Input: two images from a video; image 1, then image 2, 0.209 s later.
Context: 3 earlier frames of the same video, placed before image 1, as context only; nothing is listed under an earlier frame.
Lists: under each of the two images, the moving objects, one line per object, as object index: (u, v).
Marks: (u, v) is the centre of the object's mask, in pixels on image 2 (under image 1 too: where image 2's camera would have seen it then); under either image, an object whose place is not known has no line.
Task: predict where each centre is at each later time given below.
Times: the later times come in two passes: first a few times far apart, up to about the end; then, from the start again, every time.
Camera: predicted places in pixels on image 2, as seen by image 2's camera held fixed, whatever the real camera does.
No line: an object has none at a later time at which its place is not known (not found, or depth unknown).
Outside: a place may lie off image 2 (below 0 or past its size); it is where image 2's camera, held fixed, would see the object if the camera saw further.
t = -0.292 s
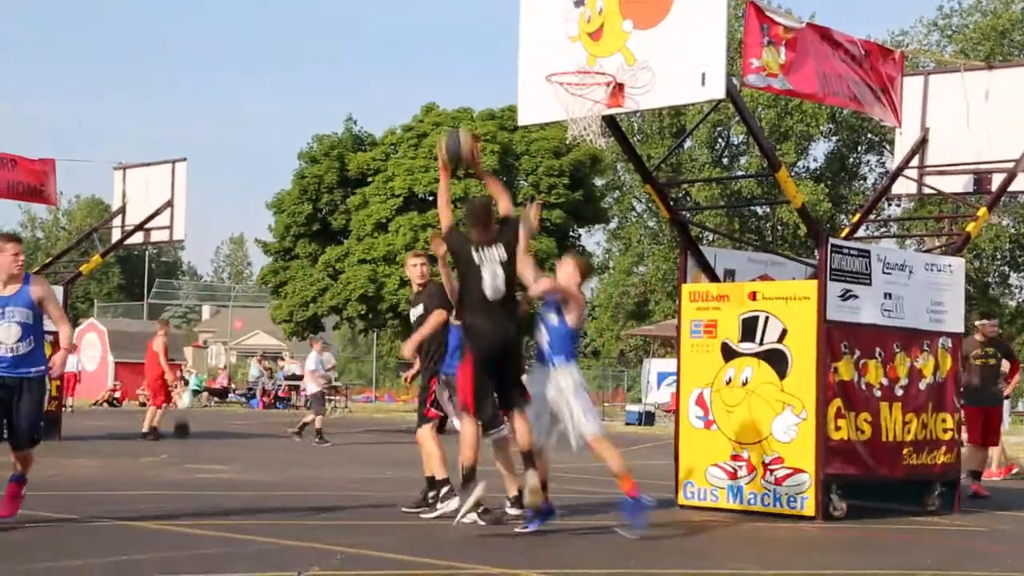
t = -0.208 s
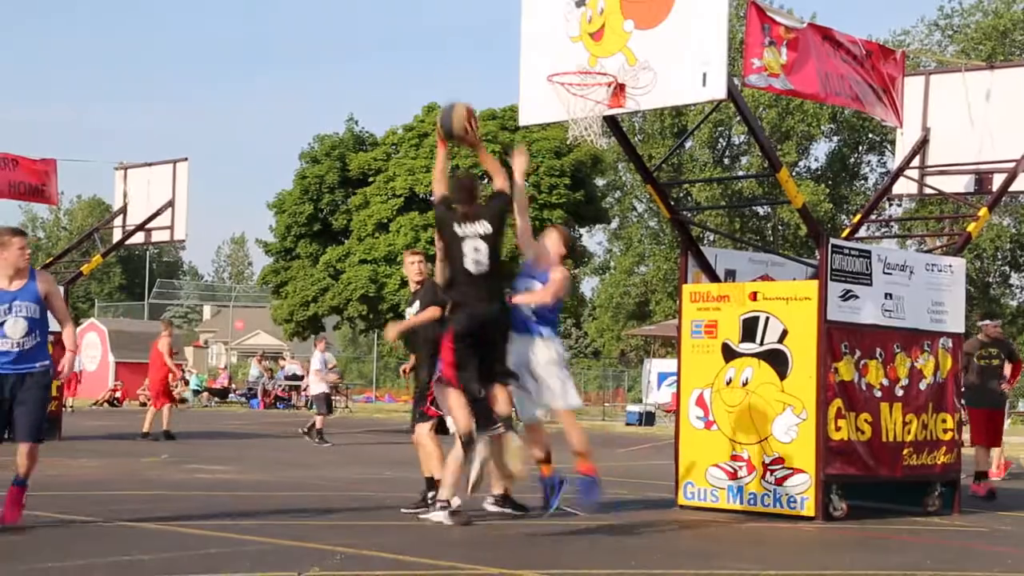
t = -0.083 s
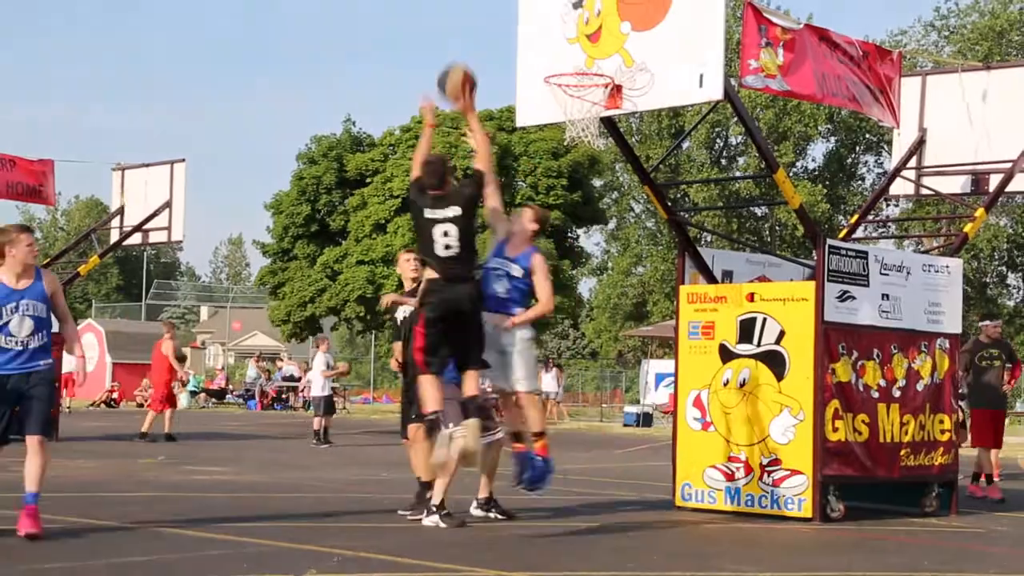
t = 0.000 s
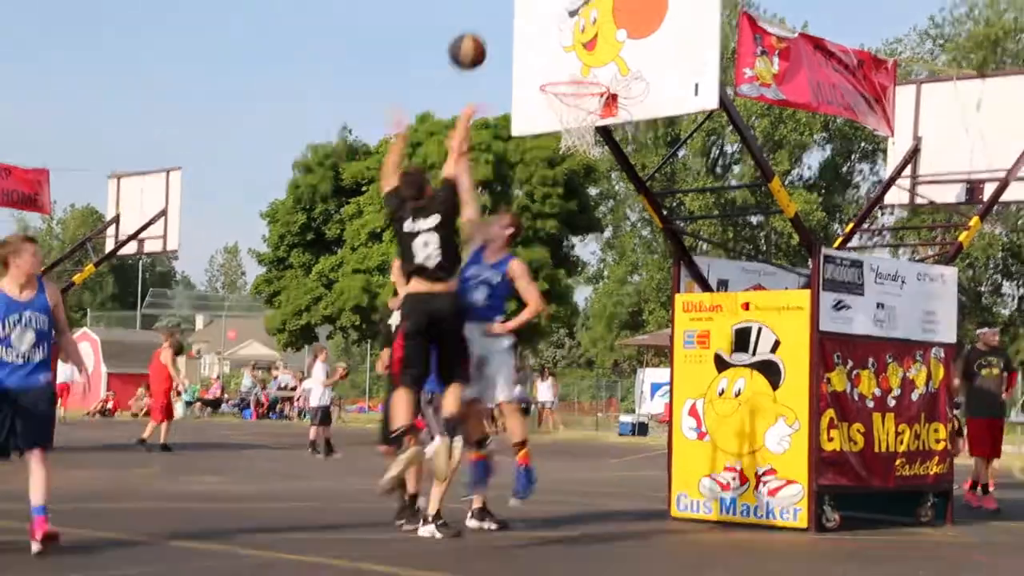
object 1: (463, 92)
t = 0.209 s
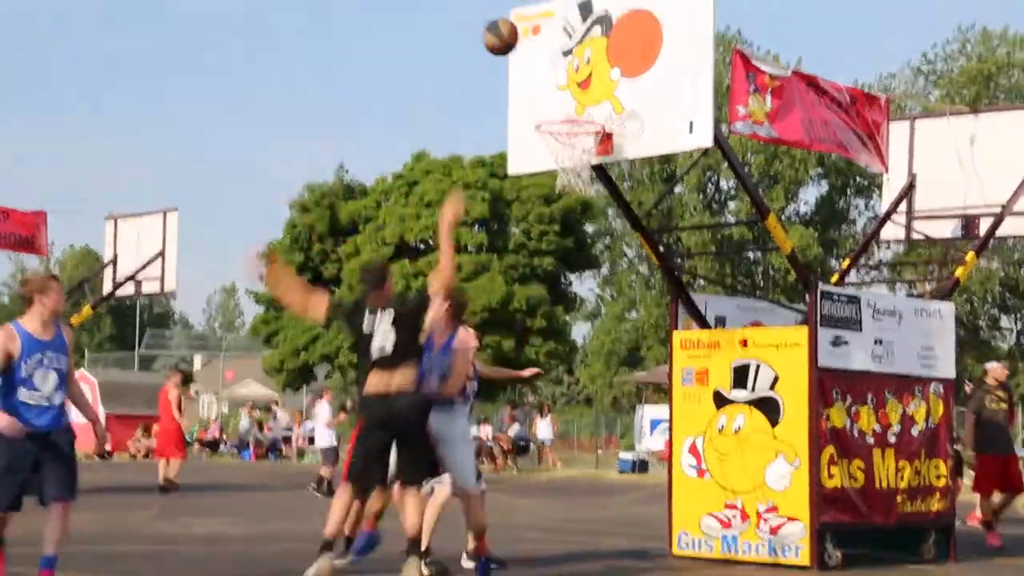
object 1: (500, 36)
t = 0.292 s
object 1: (514, 34)
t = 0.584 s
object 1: (564, 105)
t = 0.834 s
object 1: (566, 153)
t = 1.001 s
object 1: (563, 159)
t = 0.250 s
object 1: (507, 34)
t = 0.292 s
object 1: (514, 34)
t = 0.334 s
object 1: (522, 37)
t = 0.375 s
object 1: (529, 42)
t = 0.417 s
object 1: (536, 51)
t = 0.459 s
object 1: (543, 61)
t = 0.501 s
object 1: (550, 73)
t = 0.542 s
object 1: (557, 89)
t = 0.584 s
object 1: (564, 105)
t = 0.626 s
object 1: (570, 125)
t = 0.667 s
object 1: (572, 136)
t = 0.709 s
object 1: (570, 148)
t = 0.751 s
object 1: (569, 156)
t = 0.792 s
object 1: (567, 155)
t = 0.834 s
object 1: (566, 153)
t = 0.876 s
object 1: (564, 150)
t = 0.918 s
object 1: (563, 150)
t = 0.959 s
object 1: (563, 153)
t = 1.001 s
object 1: (563, 159)
